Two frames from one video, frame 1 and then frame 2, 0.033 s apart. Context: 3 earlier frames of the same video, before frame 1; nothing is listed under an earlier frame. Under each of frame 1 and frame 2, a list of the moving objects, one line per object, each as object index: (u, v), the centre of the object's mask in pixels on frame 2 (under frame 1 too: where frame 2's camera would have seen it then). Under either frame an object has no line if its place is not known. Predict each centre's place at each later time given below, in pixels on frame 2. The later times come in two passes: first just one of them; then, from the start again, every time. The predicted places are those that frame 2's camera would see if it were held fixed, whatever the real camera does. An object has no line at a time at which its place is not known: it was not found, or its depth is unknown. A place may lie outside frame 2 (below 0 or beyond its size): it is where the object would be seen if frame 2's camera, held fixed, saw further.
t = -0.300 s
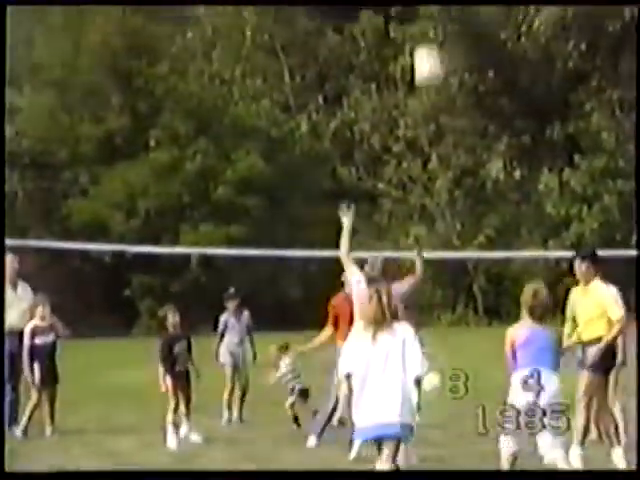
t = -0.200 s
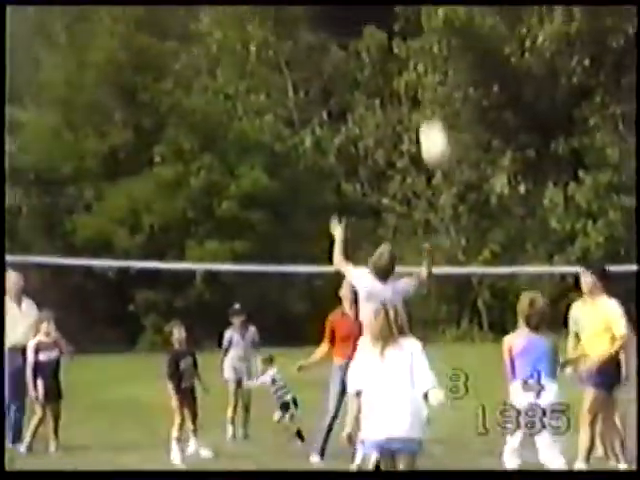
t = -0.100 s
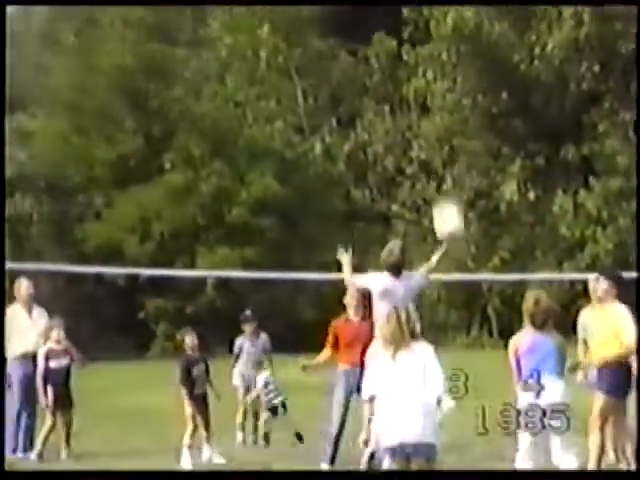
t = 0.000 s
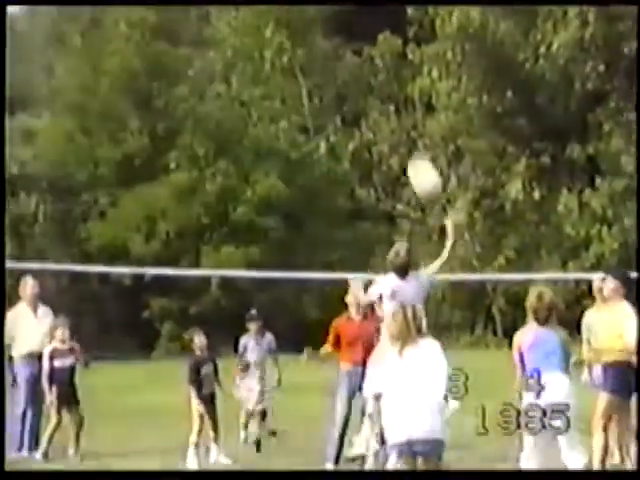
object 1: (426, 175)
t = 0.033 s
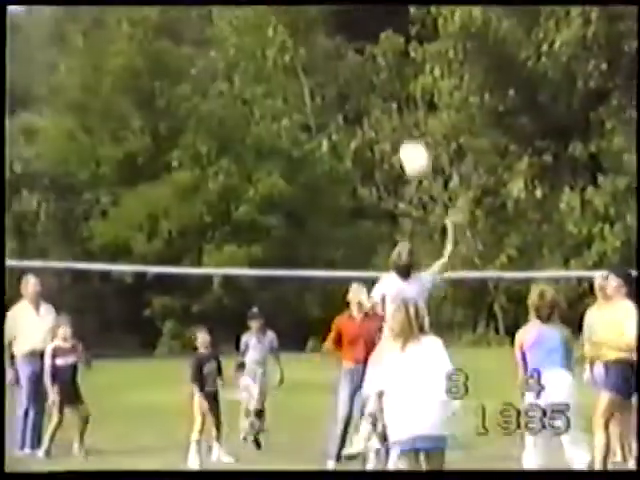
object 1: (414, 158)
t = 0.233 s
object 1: (358, 88)
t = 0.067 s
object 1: (407, 143)
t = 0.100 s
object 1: (397, 127)
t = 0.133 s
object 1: (387, 116)
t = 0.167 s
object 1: (378, 103)
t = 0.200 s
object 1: (368, 94)
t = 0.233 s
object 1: (358, 88)
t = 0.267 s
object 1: (347, 83)
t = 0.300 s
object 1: (338, 80)
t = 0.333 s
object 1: (333, 77)
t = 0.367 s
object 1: (325, 73)
